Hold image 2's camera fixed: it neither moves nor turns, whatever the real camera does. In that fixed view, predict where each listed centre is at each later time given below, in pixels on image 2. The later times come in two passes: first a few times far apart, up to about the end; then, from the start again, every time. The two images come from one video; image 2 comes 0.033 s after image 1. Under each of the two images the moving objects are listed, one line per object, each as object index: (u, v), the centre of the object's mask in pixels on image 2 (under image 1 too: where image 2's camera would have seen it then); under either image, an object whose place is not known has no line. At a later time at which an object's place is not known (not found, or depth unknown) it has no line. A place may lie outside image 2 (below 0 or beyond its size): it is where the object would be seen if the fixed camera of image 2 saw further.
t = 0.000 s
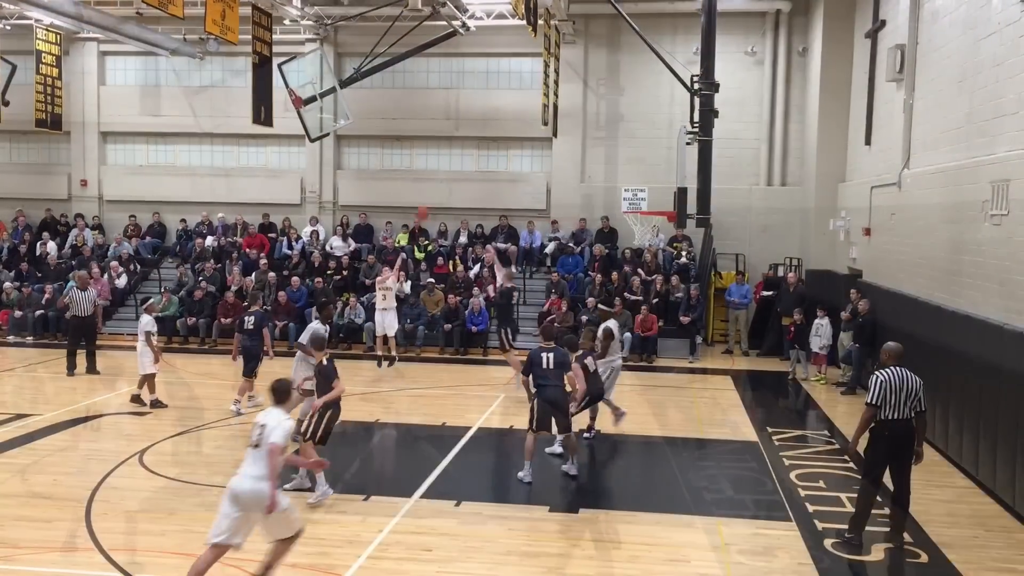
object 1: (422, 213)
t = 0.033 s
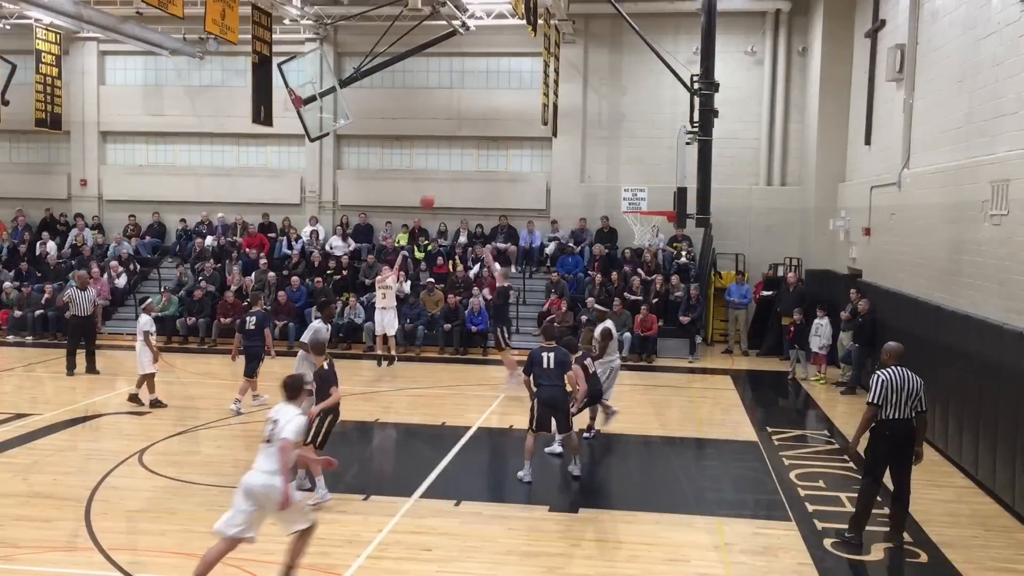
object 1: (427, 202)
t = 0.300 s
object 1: (472, 133)
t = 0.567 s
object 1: (522, 103)
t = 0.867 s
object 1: (587, 128)
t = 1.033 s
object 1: (627, 174)
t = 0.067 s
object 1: (432, 191)
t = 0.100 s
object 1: (438, 182)
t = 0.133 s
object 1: (443, 172)
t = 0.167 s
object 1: (449, 164)
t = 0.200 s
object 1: (454, 156)
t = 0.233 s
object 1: (460, 147)
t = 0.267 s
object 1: (466, 140)
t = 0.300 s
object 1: (472, 133)
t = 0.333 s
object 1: (478, 128)
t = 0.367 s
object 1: (484, 122)
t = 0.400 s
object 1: (490, 117)
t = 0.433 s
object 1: (496, 113)
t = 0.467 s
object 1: (503, 110)
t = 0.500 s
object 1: (509, 107)
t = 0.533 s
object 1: (516, 105)
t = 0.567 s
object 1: (522, 103)
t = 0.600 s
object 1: (529, 103)
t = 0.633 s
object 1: (535, 103)
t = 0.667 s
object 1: (542, 104)
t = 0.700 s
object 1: (550, 106)
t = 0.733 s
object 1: (558, 109)
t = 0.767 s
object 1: (565, 112)
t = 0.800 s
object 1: (572, 116)
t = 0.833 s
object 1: (580, 122)
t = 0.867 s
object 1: (587, 128)
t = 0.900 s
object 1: (595, 135)
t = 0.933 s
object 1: (602, 143)
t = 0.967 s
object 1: (610, 153)
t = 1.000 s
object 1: (619, 163)
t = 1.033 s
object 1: (627, 174)
